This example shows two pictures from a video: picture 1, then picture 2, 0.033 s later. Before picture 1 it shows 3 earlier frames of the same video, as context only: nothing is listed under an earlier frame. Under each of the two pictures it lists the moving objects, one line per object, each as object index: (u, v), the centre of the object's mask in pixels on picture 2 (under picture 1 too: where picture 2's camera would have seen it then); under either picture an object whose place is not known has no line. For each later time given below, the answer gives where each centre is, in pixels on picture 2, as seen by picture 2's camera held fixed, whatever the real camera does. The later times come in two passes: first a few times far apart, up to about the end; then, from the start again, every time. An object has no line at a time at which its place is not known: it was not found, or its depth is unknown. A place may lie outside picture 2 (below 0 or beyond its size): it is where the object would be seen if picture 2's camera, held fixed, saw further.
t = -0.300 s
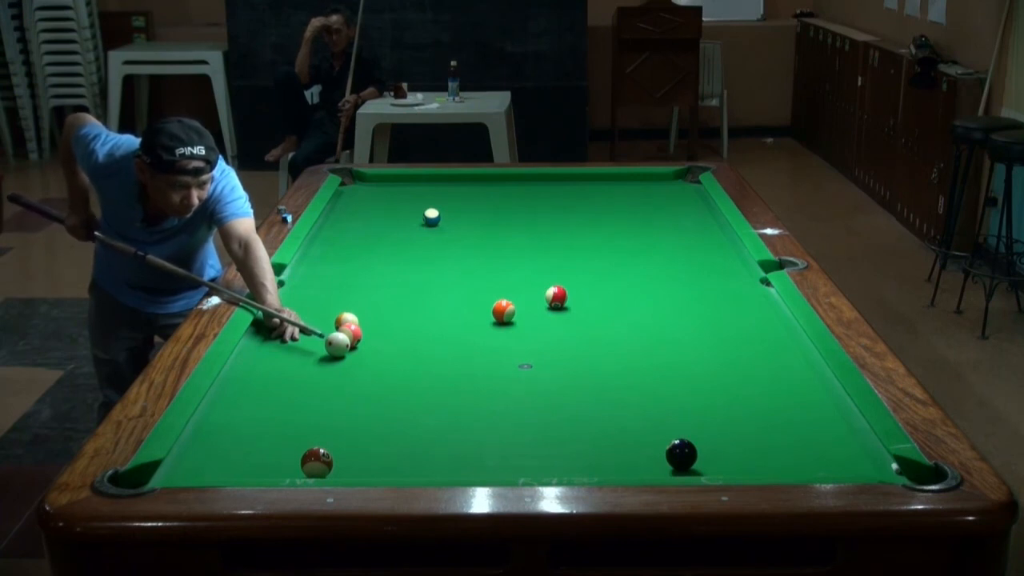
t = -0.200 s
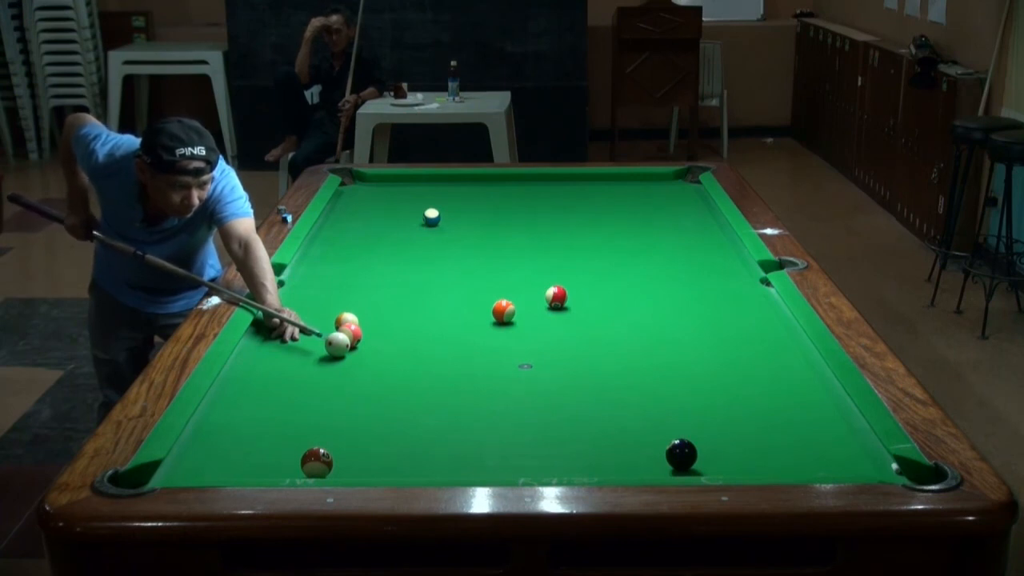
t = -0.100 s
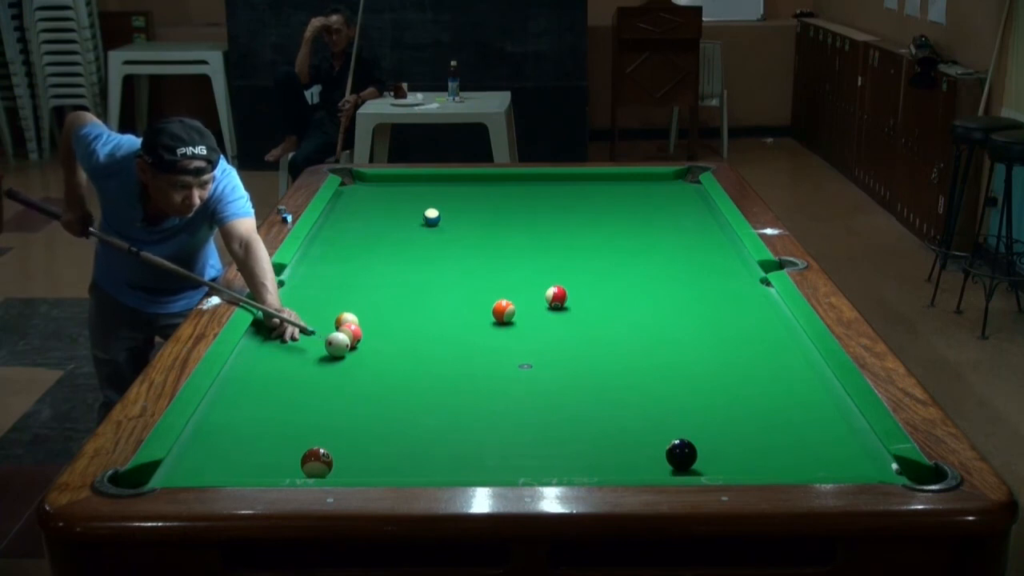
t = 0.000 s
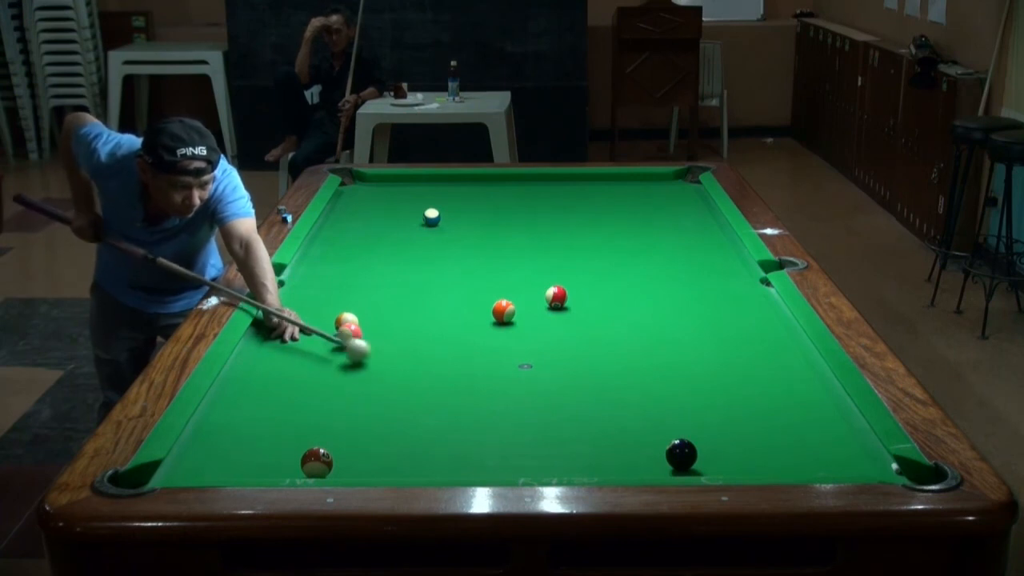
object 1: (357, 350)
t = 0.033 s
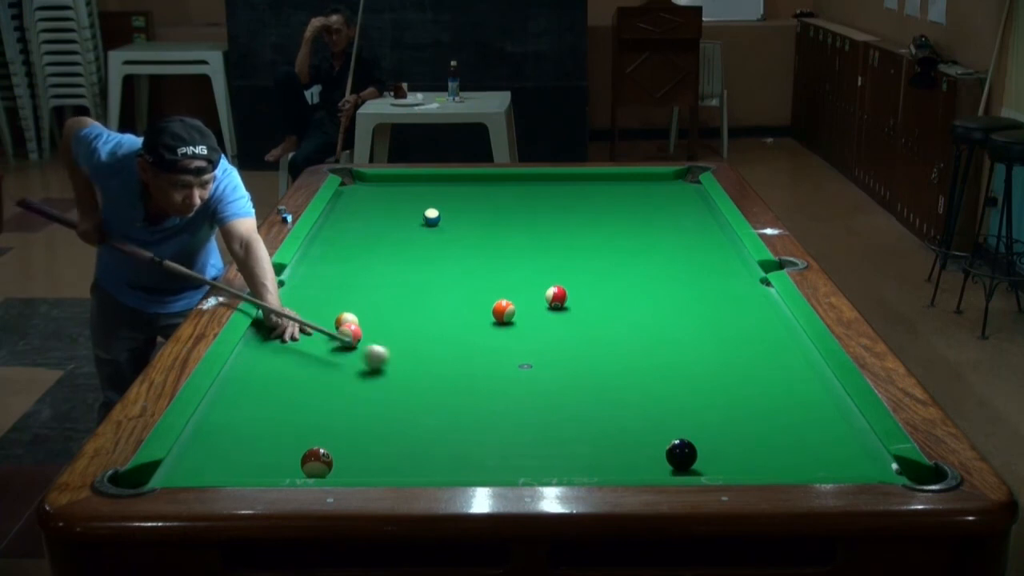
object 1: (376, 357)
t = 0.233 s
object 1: (482, 394)
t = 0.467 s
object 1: (625, 443)
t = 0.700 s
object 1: (653, 465)
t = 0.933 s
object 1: (647, 449)
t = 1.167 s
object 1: (643, 432)
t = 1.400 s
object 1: (639, 417)
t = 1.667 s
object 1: (634, 403)
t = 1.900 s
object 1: (631, 391)
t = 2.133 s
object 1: (629, 381)
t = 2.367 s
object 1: (627, 372)
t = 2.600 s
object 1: (625, 364)
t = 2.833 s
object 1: (623, 357)
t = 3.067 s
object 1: (621, 351)
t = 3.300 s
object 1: (619, 346)
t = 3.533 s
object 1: (617, 341)
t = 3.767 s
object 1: (614, 337)
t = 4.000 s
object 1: (613, 334)
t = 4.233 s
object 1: (611, 331)
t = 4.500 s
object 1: (610, 329)
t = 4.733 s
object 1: (609, 327)
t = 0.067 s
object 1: (394, 363)
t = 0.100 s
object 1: (411, 369)
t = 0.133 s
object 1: (428, 375)
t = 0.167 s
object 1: (446, 381)
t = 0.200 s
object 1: (463, 388)
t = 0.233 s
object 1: (482, 394)
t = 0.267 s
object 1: (501, 400)
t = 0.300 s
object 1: (520, 407)
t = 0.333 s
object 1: (539, 414)
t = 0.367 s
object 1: (560, 421)
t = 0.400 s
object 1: (581, 428)
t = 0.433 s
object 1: (603, 436)
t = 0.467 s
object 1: (625, 443)
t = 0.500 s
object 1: (647, 451)
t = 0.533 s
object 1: (649, 458)
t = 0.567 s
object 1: (650, 463)
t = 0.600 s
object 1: (653, 467)
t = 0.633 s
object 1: (655, 468)
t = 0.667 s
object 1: (654, 467)
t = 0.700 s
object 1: (653, 465)
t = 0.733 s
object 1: (652, 463)
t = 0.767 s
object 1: (651, 461)
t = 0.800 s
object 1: (650, 460)
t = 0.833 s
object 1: (649, 456)
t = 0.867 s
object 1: (649, 454)
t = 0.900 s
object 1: (648, 451)
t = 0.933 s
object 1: (647, 449)
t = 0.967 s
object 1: (647, 447)
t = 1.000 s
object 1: (646, 444)
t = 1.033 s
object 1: (645, 441)
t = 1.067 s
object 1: (645, 439)
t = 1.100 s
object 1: (644, 437)
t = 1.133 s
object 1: (643, 434)
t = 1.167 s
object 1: (643, 432)
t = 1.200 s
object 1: (642, 430)
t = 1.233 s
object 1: (642, 427)
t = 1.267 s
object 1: (641, 425)
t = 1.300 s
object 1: (641, 423)
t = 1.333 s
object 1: (640, 421)
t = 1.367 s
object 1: (639, 419)
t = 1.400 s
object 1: (639, 417)
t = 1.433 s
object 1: (638, 415)
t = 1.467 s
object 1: (638, 413)
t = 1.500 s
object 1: (637, 411)
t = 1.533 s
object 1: (637, 410)
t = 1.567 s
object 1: (636, 408)
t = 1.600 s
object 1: (635, 406)
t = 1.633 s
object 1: (635, 404)
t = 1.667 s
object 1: (634, 403)
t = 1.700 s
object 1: (634, 401)
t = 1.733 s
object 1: (633, 399)
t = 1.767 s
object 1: (633, 397)
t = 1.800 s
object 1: (633, 396)
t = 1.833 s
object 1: (632, 394)
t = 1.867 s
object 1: (631, 393)
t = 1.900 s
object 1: (631, 391)
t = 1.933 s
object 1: (631, 390)
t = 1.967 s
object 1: (630, 388)
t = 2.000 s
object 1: (630, 387)
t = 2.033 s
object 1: (630, 385)
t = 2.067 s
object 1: (630, 384)
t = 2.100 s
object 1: (629, 382)
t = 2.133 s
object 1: (629, 381)
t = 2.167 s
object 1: (628, 380)
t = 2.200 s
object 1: (628, 378)
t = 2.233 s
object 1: (628, 377)
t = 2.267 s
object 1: (628, 376)
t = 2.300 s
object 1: (627, 374)
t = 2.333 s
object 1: (627, 373)
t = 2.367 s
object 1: (627, 372)
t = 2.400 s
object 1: (626, 371)
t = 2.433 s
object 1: (626, 370)
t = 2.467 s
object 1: (626, 368)
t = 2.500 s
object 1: (625, 367)
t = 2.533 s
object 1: (625, 366)
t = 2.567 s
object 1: (625, 365)
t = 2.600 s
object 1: (625, 364)
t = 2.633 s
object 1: (625, 363)
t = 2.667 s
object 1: (624, 362)
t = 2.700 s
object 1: (624, 361)
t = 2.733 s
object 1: (624, 360)
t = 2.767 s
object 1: (623, 359)
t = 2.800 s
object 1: (623, 358)
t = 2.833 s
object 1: (623, 357)
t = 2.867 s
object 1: (623, 356)
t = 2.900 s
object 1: (622, 355)
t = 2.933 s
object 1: (622, 354)
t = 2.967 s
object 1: (622, 353)
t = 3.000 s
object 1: (622, 352)
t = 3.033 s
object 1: (621, 352)
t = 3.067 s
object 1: (621, 351)
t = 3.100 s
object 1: (621, 350)
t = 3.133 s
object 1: (620, 349)
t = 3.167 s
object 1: (620, 348)
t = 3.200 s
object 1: (620, 347)
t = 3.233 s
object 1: (619, 347)
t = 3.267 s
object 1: (619, 346)
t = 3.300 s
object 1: (619, 346)
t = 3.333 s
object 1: (619, 345)
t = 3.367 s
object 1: (618, 344)
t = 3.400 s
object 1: (618, 343)
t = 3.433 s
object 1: (618, 343)
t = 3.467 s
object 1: (617, 342)
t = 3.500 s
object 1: (617, 341)
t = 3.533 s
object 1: (617, 341)
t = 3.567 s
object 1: (616, 340)
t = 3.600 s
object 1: (616, 340)
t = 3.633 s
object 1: (615, 339)
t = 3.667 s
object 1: (615, 339)
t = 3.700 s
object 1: (615, 338)
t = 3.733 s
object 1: (615, 337)
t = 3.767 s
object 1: (614, 337)
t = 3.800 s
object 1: (614, 336)
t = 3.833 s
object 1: (614, 336)
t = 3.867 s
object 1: (614, 335)
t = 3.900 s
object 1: (613, 335)
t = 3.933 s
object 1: (613, 335)
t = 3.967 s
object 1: (613, 334)
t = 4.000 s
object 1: (613, 334)
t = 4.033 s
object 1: (612, 334)
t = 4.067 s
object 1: (612, 333)
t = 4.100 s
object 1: (612, 333)
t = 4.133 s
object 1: (612, 332)
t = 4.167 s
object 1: (611, 332)
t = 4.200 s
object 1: (611, 331)
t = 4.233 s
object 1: (611, 331)
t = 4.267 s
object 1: (611, 331)
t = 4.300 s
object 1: (611, 331)
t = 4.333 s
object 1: (610, 330)
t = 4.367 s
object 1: (610, 330)
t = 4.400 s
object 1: (610, 330)
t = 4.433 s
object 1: (610, 330)
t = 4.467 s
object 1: (610, 329)
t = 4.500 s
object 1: (610, 329)
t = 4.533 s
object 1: (610, 329)
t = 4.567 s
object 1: (610, 329)
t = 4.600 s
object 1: (610, 328)
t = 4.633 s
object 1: (609, 328)
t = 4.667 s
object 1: (609, 328)
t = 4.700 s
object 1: (609, 328)
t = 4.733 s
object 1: (609, 327)
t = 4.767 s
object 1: (609, 327)
